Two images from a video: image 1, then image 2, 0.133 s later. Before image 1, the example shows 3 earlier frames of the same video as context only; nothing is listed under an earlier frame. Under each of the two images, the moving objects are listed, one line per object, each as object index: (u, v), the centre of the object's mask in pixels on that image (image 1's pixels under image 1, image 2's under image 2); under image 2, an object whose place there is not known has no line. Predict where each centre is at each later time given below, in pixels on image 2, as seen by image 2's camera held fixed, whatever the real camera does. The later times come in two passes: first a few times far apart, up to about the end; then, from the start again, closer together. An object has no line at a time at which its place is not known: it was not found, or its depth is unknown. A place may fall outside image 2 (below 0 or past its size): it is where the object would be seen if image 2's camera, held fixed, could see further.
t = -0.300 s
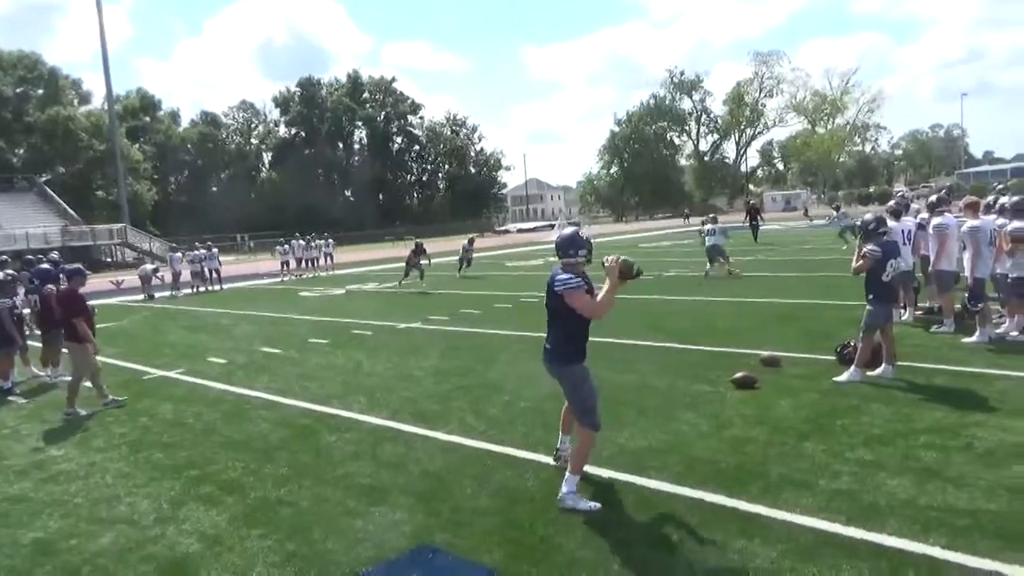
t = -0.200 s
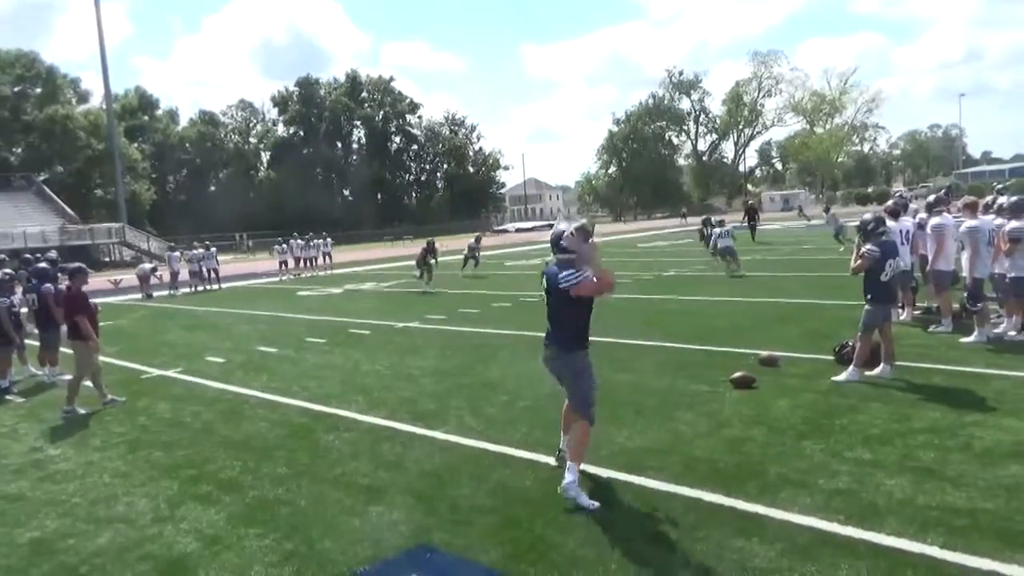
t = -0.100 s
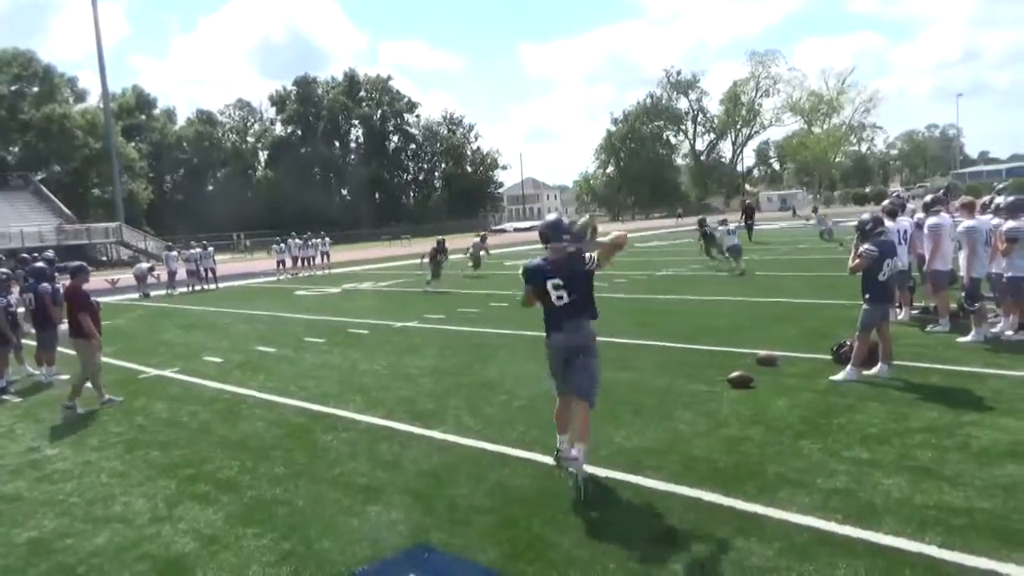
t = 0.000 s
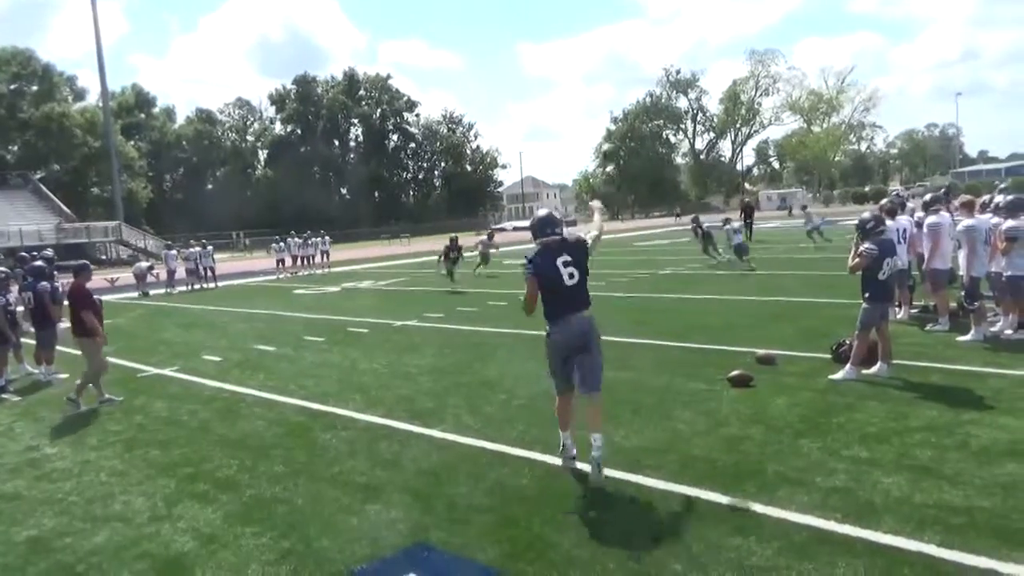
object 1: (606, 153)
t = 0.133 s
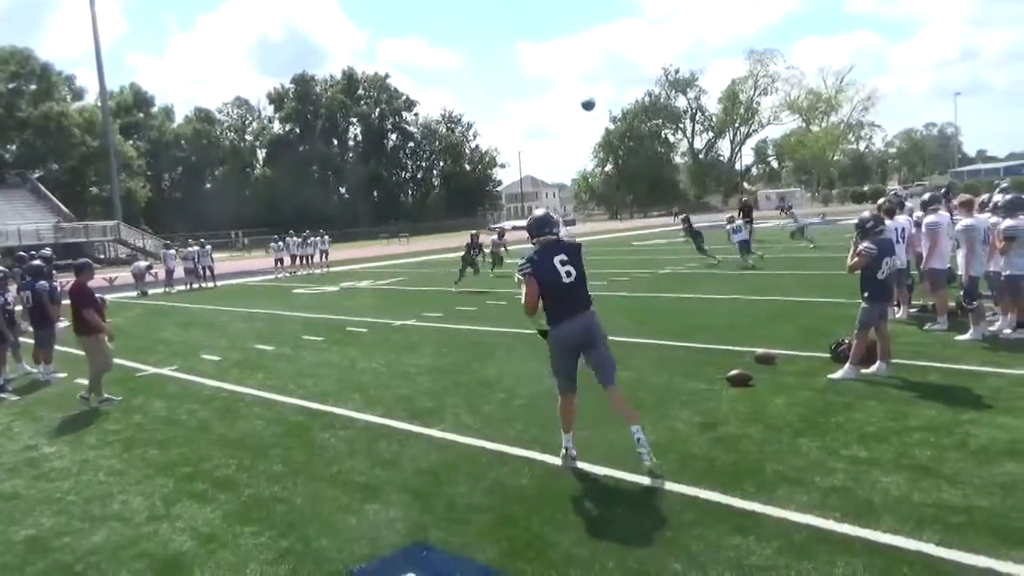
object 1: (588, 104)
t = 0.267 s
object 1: (580, 87)
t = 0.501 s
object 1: (574, 91)
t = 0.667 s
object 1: (573, 108)
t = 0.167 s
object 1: (586, 98)
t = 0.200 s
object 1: (583, 93)
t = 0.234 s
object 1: (581, 90)
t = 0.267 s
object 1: (580, 87)
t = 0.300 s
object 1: (578, 86)
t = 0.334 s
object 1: (577, 85)
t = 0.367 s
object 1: (576, 86)
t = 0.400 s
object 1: (575, 86)
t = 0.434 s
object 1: (575, 87)
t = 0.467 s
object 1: (574, 89)
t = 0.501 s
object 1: (574, 91)
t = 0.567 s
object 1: (574, 98)
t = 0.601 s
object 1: (574, 101)
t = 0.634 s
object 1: (574, 104)
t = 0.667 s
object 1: (573, 108)
